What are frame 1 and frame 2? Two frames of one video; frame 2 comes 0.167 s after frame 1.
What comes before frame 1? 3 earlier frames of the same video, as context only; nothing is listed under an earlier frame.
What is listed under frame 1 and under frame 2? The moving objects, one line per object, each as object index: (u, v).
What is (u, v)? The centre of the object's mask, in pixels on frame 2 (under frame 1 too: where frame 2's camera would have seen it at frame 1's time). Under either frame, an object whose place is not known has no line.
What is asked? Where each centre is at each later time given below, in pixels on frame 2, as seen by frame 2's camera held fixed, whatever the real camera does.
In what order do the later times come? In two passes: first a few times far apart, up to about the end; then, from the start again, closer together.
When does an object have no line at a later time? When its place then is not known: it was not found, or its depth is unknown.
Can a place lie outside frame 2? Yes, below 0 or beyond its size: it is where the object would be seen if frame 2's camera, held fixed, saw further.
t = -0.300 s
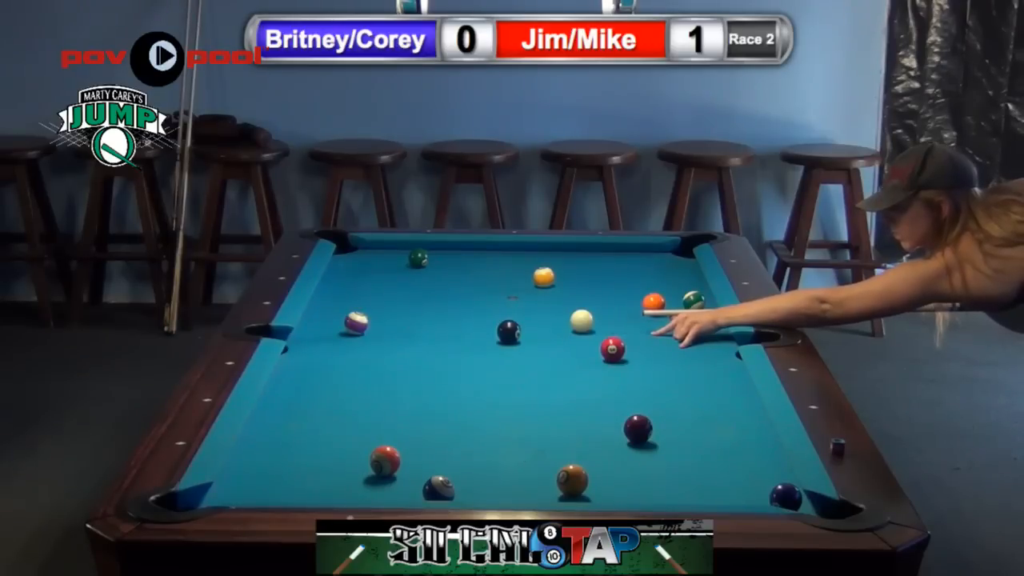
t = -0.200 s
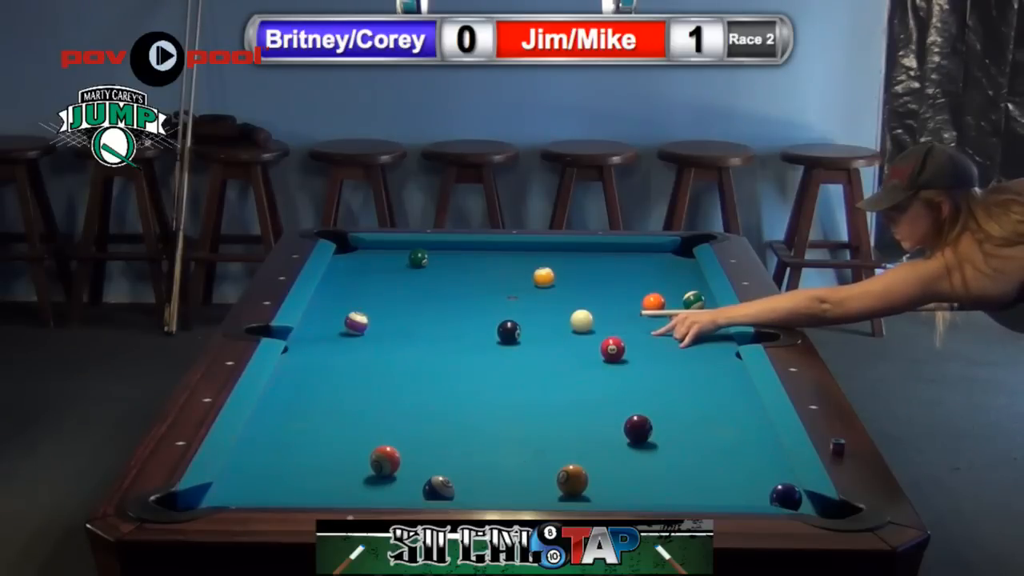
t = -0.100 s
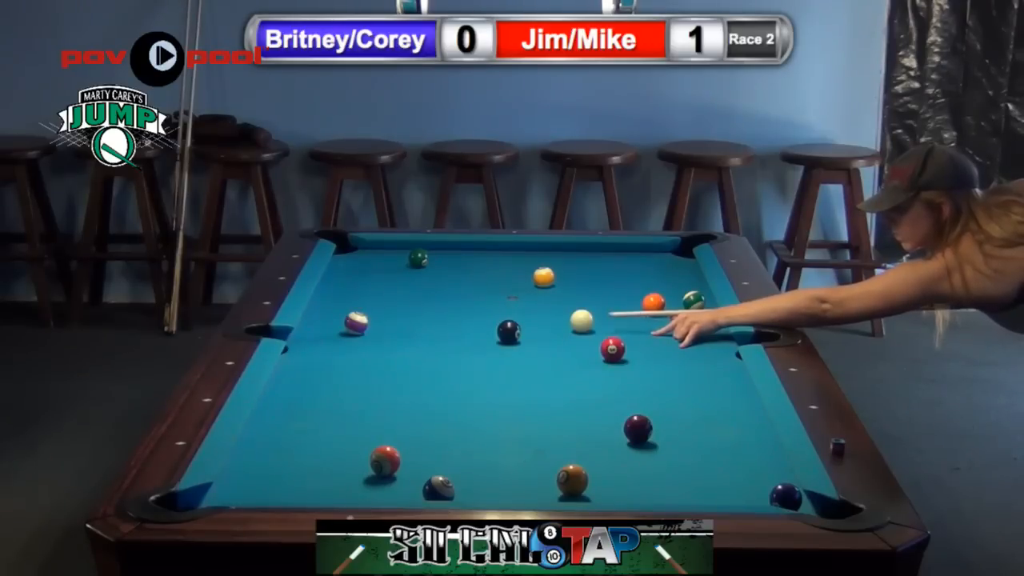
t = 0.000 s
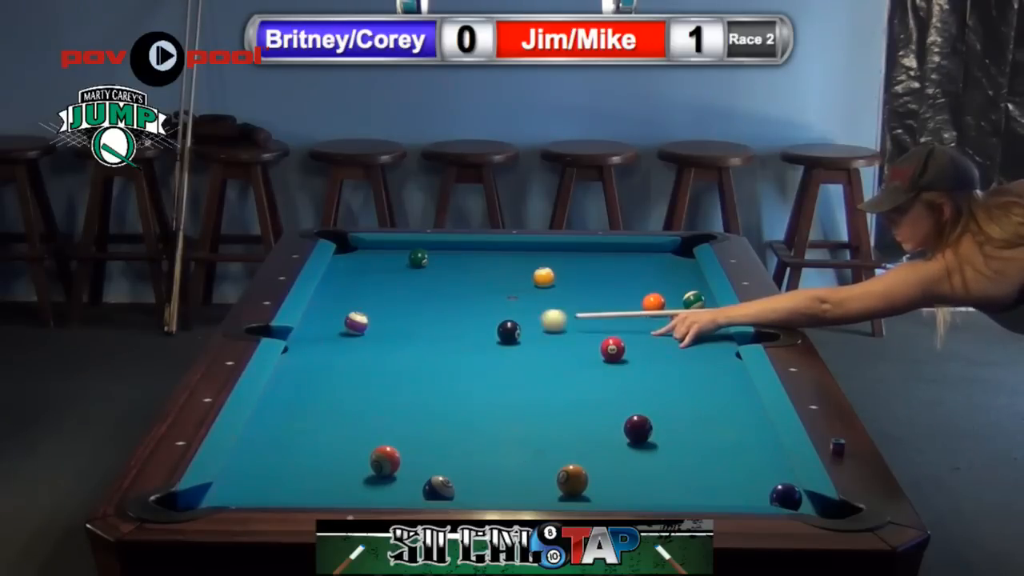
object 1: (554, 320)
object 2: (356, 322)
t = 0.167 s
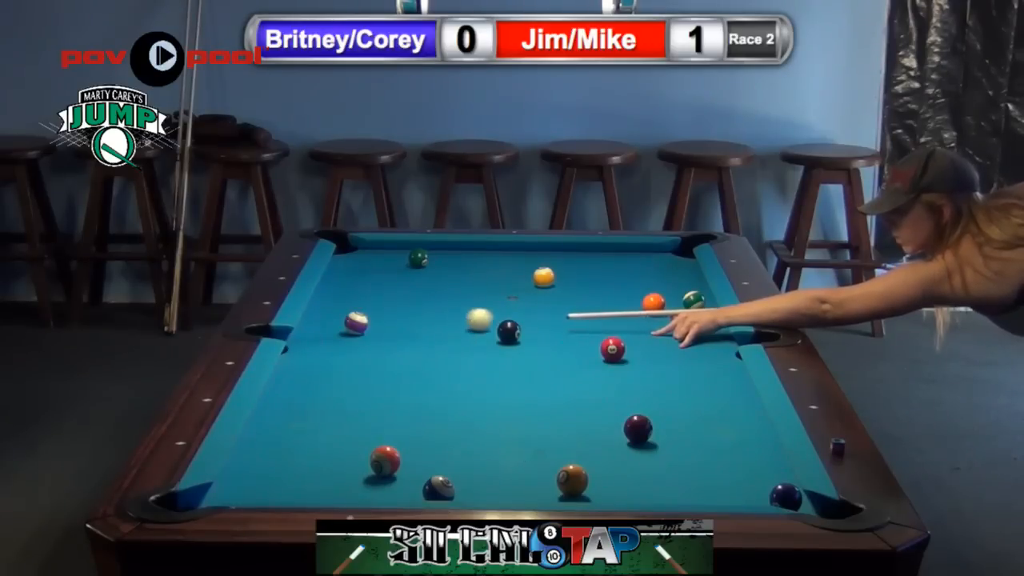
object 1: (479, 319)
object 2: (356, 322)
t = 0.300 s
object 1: (420, 319)
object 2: (356, 322)
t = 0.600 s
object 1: (318, 310)
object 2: (332, 330)
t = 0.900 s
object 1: (376, 303)
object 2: (297, 340)
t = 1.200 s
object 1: (433, 296)
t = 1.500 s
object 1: (485, 290)
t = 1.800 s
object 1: (533, 285)
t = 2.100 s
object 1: (578, 280)
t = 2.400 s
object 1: (618, 275)
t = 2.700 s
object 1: (654, 271)
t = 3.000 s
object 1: (688, 268)
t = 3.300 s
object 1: (670, 265)
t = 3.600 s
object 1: (651, 264)
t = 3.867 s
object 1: (637, 262)
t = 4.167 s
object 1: (624, 261)
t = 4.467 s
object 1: (613, 260)
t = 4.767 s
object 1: (604, 259)
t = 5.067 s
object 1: (598, 258)
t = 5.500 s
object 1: (592, 258)
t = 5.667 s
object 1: (593, 258)
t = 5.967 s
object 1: (593, 258)
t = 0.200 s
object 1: (464, 319)
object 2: (356, 322)
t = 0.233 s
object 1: (450, 319)
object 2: (356, 322)
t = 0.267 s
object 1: (435, 319)
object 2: (356, 322)
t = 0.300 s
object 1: (420, 319)
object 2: (356, 322)
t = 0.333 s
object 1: (406, 319)
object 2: (356, 322)
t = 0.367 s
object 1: (391, 318)
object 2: (356, 322)
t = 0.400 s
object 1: (378, 318)
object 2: (356, 322)
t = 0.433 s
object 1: (368, 316)
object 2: (352, 324)
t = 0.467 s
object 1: (358, 313)
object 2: (348, 326)
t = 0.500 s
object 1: (347, 311)
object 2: (344, 327)
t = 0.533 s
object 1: (337, 310)
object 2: (340, 327)
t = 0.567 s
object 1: (327, 310)
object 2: (336, 329)
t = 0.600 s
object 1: (318, 310)
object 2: (332, 330)
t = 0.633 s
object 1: (321, 309)
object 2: (328, 330)
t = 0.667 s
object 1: (328, 308)
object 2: (324, 331)
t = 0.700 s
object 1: (335, 308)
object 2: (320, 333)
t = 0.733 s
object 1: (342, 307)
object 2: (317, 334)
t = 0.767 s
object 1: (349, 306)
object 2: (313, 335)
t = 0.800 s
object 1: (356, 305)
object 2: (309, 336)
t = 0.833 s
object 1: (363, 304)
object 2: (305, 338)
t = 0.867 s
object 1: (369, 304)
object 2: (300, 339)
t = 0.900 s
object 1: (376, 303)
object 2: (297, 340)
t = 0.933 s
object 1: (383, 302)
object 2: (294, 341)
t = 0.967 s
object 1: (389, 301)
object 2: (290, 342)
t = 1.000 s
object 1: (395, 301)
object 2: (288, 342)
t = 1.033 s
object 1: (402, 300)
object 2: (288, 340)
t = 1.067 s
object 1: (408, 299)
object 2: (287, 340)
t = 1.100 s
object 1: (414, 298)
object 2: (286, 339)
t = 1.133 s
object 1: (420, 298)
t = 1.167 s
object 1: (427, 297)
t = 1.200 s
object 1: (433, 296)
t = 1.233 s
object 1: (439, 296)
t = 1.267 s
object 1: (445, 295)
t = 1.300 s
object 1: (451, 294)
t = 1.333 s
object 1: (457, 294)
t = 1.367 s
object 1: (463, 293)
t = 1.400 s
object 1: (468, 292)
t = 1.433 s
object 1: (474, 292)
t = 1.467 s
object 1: (480, 291)
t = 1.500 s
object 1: (485, 290)
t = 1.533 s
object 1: (491, 290)
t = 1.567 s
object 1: (497, 289)
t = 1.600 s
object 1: (502, 288)
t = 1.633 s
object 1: (508, 288)
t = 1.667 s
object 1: (513, 287)
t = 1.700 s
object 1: (518, 287)
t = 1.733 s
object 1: (523, 286)
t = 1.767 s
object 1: (528, 286)
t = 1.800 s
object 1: (533, 285)
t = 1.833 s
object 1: (538, 285)
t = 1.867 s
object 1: (544, 284)
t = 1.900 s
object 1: (549, 284)
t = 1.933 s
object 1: (554, 283)
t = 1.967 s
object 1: (559, 282)
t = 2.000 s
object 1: (564, 282)
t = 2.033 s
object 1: (568, 281)
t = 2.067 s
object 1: (573, 281)
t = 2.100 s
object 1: (578, 280)
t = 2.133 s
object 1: (582, 279)
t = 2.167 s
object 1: (587, 279)
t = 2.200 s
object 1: (591, 278)
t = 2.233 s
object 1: (596, 278)
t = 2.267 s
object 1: (600, 277)
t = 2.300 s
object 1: (605, 277)
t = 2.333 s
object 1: (609, 276)
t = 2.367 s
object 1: (614, 276)
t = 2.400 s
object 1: (618, 275)
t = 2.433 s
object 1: (622, 275)
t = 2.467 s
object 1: (626, 275)
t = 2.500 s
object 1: (631, 274)
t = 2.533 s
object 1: (634, 274)
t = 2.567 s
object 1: (639, 273)
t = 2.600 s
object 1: (643, 273)
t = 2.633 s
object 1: (647, 272)
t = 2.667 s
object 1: (651, 272)
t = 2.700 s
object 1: (654, 271)
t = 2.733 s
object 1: (659, 271)
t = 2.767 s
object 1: (662, 270)
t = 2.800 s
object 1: (666, 270)
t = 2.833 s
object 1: (670, 270)
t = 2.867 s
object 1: (674, 269)
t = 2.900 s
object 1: (677, 269)
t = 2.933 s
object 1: (681, 268)
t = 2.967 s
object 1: (684, 268)
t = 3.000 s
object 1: (688, 268)
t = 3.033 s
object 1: (688, 267)
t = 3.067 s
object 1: (686, 267)
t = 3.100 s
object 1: (683, 267)
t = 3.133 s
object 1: (681, 266)
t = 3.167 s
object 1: (678, 266)
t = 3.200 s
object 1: (676, 266)
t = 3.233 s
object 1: (674, 266)
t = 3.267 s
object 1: (672, 265)
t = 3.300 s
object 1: (670, 265)
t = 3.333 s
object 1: (667, 265)
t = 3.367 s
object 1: (665, 265)
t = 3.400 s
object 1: (663, 265)
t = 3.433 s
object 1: (661, 265)
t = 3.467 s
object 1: (659, 264)
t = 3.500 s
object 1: (657, 264)
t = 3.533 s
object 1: (655, 264)
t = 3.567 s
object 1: (653, 264)
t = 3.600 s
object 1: (651, 264)
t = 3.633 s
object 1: (650, 263)
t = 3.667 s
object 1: (648, 263)
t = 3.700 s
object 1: (646, 263)
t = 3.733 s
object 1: (644, 263)
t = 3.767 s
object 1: (642, 263)
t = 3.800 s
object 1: (640, 263)
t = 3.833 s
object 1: (639, 262)
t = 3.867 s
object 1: (637, 262)
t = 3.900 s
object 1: (636, 262)
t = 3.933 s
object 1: (634, 262)
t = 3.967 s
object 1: (632, 262)
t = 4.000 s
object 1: (631, 261)
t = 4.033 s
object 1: (629, 261)
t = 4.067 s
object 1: (628, 261)
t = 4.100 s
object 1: (626, 261)
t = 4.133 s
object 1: (625, 261)
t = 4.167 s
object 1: (624, 261)
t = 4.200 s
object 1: (622, 261)
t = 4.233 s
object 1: (621, 261)
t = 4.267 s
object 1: (620, 260)
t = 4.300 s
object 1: (618, 260)
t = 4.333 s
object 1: (617, 260)
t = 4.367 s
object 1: (616, 260)
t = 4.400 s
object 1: (615, 260)
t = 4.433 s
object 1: (614, 260)
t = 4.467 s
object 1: (613, 260)
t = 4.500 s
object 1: (611, 260)
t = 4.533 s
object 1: (610, 259)
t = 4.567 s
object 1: (609, 259)
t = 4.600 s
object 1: (609, 259)
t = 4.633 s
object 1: (608, 259)
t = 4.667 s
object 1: (607, 259)
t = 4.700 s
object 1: (606, 259)
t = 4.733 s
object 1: (605, 259)
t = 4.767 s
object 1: (604, 259)
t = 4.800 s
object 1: (603, 259)
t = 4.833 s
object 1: (602, 259)
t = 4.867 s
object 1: (602, 259)
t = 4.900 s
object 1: (601, 259)
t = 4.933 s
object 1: (600, 259)
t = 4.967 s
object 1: (600, 259)
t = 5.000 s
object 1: (599, 258)
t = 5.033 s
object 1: (598, 258)
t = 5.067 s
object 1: (598, 258)
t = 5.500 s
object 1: (592, 258)
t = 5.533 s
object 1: (593, 258)
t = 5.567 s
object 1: (593, 258)
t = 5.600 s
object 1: (593, 258)
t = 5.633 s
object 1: (593, 258)
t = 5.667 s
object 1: (593, 258)
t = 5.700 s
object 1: (593, 258)
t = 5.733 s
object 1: (593, 258)
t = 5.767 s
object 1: (593, 258)
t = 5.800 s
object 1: (593, 258)
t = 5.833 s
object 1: (593, 258)
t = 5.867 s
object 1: (593, 258)
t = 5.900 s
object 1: (593, 258)
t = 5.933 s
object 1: (593, 258)
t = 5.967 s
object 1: (593, 258)
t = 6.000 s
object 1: (593, 258)
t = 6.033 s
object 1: (593, 258)
